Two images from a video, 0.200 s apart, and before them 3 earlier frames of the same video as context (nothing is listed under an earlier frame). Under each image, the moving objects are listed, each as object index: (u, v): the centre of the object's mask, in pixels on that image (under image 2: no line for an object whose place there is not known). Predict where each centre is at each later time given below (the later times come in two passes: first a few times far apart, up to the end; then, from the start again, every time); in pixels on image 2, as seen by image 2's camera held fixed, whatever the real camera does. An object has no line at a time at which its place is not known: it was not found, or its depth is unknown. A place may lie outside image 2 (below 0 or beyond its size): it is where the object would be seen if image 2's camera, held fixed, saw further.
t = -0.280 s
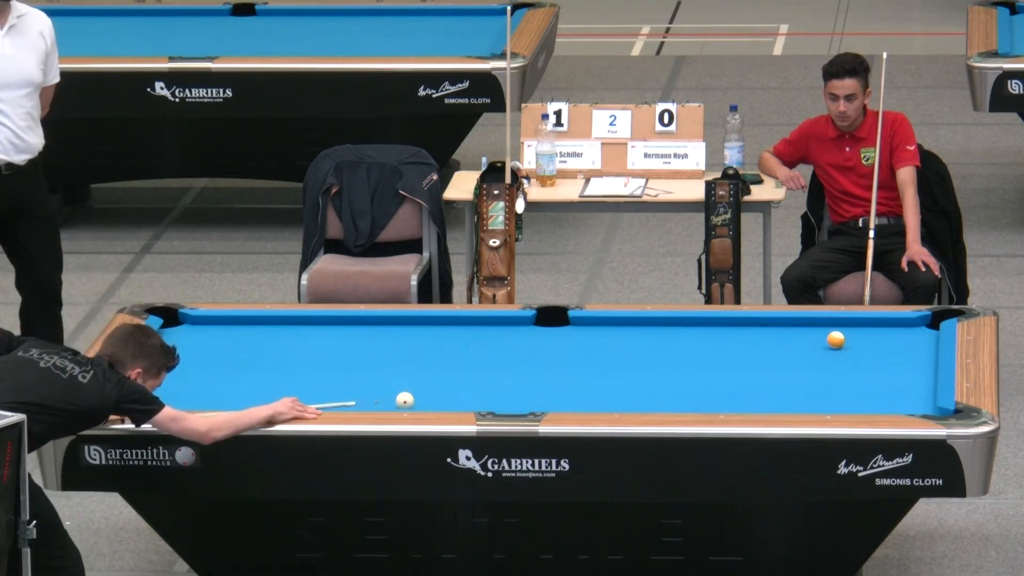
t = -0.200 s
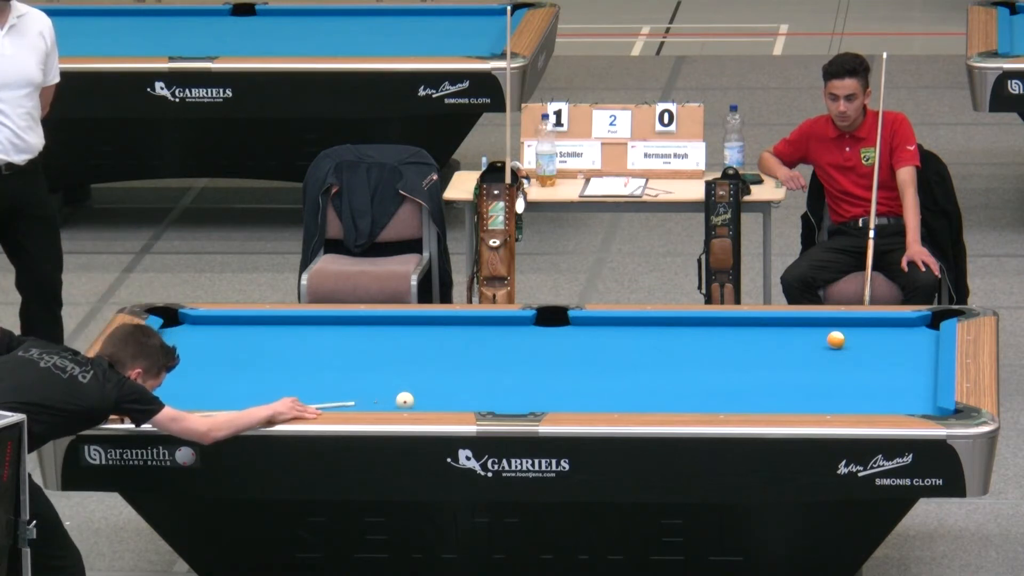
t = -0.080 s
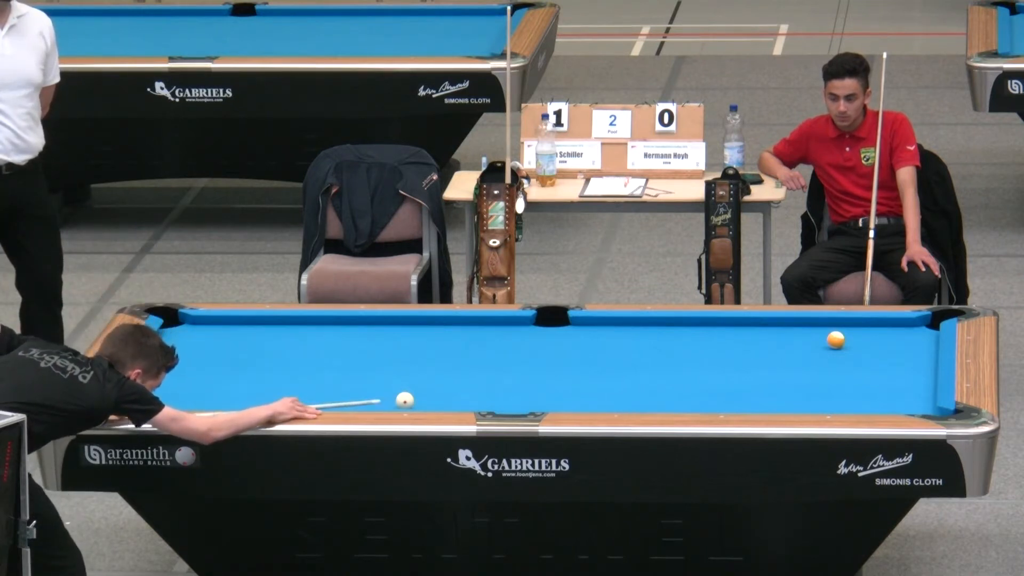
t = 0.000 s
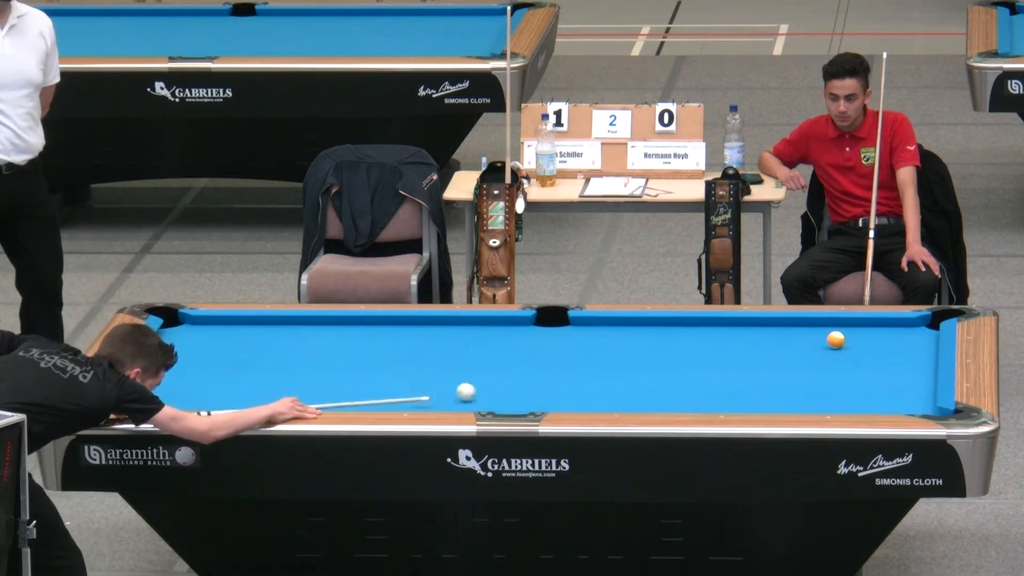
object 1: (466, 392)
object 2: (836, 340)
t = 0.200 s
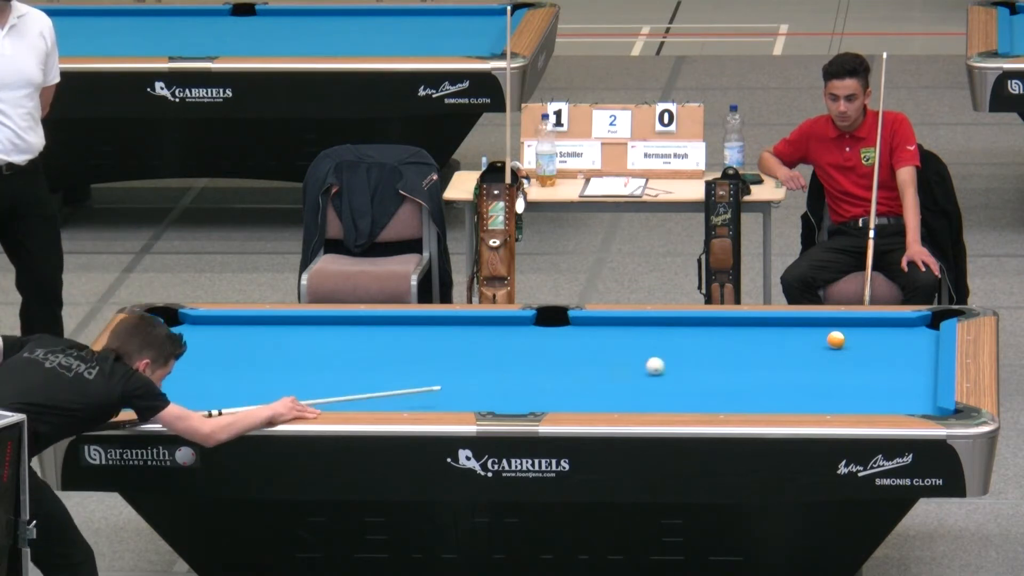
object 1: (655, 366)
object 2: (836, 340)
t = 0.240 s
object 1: (689, 362)
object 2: (836, 340)
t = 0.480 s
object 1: (837, 345)
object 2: (880, 330)
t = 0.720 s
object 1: (897, 348)
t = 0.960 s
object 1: (901, 348)
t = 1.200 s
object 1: (861, 348)
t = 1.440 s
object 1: (822, 348)
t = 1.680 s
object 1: (784, 347)
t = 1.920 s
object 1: (749, 347)
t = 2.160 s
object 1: (715, 346)
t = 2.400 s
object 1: (683, 346)
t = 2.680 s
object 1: (648, 345)
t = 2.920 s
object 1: (619, 345)
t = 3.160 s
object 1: (592, 344)
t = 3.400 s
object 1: (567, 344)
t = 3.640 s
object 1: (543, 343)
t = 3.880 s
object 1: (521, 343)
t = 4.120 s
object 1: (500, 342)
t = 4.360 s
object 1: (481, 342)
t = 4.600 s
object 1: (462, 341)
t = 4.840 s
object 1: (446, 341)
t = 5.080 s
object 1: (431, 340)
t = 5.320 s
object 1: (417, 340)
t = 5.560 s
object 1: (404, 339)
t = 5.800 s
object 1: (392, 339)
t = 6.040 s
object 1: (382, 339)
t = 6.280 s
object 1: (373, 339)
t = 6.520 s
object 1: (366, 338)
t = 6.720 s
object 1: (361, 338)
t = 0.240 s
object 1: (689, 362)
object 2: (836, 340)
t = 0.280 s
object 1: (722, 357)
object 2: (836, 340)
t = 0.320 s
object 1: (755, 353)
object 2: (836, 340)
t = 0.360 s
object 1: (787, 348)
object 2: (836, 340)
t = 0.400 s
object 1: (819, 344)
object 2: (836, 340)
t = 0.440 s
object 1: (829, 344)
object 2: (856, 335)
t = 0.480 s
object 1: (837, 345)
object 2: (880, 330)
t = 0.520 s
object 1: (845, 346)
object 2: (902, 324)
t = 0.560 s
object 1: (854, 347)
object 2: (924, 320)
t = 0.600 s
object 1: (864, 348)
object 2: (948, 316)
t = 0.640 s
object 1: (874, 348)
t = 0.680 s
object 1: (885, 348)
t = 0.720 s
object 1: (897, 348)
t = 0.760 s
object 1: (910, 348)
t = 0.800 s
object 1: (923, 348)
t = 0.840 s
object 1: (927, 348)
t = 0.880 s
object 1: (918, 348)
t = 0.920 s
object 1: (909, 348)
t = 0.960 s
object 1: (901, 348)
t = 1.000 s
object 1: (894, 348)
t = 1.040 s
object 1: (887, 348)
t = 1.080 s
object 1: (881, 348)
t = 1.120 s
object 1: (874, 348)
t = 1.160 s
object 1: (867, 348)
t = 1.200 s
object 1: (861, 348)
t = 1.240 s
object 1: (854, 348)
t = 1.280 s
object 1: (847, 348)
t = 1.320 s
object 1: (841, 348)
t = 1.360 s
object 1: (834, 348)
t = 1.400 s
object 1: (828, 347)
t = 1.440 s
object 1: (822, 348)
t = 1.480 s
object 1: (815, 347)
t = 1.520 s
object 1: (809, 347)
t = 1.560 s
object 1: (803, 347)
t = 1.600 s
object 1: (797, 347)
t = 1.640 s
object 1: (790, 347)
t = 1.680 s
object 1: (784, 347)
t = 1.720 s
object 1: (778, 347)
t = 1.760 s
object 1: (772, 347)
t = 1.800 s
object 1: (766, 347)
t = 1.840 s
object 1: (760, 347)
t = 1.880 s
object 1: (755, 347)
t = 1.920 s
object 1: (749, 347)
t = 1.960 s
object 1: (743, 347)
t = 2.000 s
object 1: (737, 346)
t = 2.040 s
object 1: (731, 346)
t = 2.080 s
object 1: (726, 347)
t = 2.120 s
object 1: (720, 346)
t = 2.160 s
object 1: (715, 346)
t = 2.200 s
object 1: (709, 346)
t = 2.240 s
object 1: (704, 346)
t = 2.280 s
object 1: (699, 346)
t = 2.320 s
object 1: (693, 346)
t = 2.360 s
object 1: (688, 346)
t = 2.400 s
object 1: (683, 346)
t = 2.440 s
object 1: (677, 346)
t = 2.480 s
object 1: (672, 346)
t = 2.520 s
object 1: (667, 346)
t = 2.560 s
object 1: (662, 345)
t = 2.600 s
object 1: (657, 345)
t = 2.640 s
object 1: (652, 345)
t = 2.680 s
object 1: (648, 345)
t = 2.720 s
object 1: (643, 345)
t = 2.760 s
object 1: (638, 345)
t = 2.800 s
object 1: (633, 345)
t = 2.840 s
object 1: (628, 345)
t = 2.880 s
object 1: (623, 345)
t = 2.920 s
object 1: (619, 345)
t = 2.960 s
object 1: (614, 345)
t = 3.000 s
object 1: (610, 345)
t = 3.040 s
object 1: (605, 345)
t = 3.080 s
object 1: (601, 344)
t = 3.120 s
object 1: (596, 344)
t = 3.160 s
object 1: (592, 344)
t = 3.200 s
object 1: (588, 344)
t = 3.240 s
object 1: (583, 344)
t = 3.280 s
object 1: (579, 344)
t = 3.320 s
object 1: (575, 344)
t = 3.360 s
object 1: (571, 344)
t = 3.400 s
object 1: (567, 344)
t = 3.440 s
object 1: (563, 344)
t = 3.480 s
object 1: (559, 344)
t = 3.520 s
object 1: (555, 344)
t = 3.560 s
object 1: (551, 343)
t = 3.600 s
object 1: (547, 343)
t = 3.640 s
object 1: (543, 343)
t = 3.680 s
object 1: (539, 343)
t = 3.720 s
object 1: (536, 343)
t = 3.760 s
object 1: (532, 343)
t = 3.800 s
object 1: (528, 343)
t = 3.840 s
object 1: (525, 343)
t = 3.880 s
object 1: (521, 343)
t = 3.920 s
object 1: (517, 343)
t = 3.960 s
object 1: (514, 343)
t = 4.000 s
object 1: (510, 343)
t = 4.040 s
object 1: (507, 342)
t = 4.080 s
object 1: (503, 342)
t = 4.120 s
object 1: (500, 342)
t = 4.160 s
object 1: (497, 342)
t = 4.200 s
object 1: (493, 342)
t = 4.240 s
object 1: (490, 342)
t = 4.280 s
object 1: (487, 342)
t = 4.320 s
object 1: (484, 342)
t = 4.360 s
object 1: (481, 342)
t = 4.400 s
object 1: (478, 342)
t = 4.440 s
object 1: (474, 342)
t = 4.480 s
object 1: (471, 341)
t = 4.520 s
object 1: (468, 341)
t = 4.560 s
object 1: (465, 341)
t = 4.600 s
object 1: (462, 341)
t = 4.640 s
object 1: (459, 341)
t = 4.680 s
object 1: (456, 341)
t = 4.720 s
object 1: (454, 341)
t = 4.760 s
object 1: (451, 341)
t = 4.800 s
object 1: (449, 341)
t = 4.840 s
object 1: (446, 341)
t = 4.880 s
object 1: (443, 341)
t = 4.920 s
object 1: (441, 341)
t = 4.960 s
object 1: (438, 340)
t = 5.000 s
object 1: (435, 340)
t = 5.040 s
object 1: (433, 340)
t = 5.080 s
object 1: (431, 340)
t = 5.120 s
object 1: (428, 340)
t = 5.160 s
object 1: (426, 340)
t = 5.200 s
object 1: (424, 340)
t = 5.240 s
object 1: (421, 340)
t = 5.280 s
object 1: (419, 340)
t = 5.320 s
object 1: (417, 340)
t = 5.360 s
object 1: (414, 340)
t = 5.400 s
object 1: (412, 340)
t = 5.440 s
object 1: (410, 340)
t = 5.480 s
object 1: (408, 340)
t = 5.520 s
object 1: (406, 340)
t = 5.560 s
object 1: (404, 339)
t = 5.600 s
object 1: (402, 339)
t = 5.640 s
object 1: (400, 339)
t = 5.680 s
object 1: (398, 339)
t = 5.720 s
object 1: (396, 339)
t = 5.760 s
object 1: (394, 339)
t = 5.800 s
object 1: (392, 339)
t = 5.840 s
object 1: (391, 339)
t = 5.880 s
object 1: (389, 339)
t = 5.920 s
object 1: (387, 339)
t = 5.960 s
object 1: (386, 339)
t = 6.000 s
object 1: (384, 339)
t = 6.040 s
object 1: (382, 339)
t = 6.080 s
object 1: (381, 339)
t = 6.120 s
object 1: (379, 339)
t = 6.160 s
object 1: (378, 339)
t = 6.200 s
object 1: (376, 339)
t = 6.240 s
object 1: (375, 339)
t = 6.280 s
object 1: (373, 339)
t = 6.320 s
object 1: (372, 339)
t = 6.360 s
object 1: (371, 339)
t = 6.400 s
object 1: (370, 339)
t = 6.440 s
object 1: (369, 339)
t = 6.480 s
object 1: (367, 338)
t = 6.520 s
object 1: (366, 338)
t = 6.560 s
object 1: (365, 338)
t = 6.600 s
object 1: (364, 338)
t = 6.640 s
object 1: (363, 338)
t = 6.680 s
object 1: (362, 338)
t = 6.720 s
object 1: (361, 338)
